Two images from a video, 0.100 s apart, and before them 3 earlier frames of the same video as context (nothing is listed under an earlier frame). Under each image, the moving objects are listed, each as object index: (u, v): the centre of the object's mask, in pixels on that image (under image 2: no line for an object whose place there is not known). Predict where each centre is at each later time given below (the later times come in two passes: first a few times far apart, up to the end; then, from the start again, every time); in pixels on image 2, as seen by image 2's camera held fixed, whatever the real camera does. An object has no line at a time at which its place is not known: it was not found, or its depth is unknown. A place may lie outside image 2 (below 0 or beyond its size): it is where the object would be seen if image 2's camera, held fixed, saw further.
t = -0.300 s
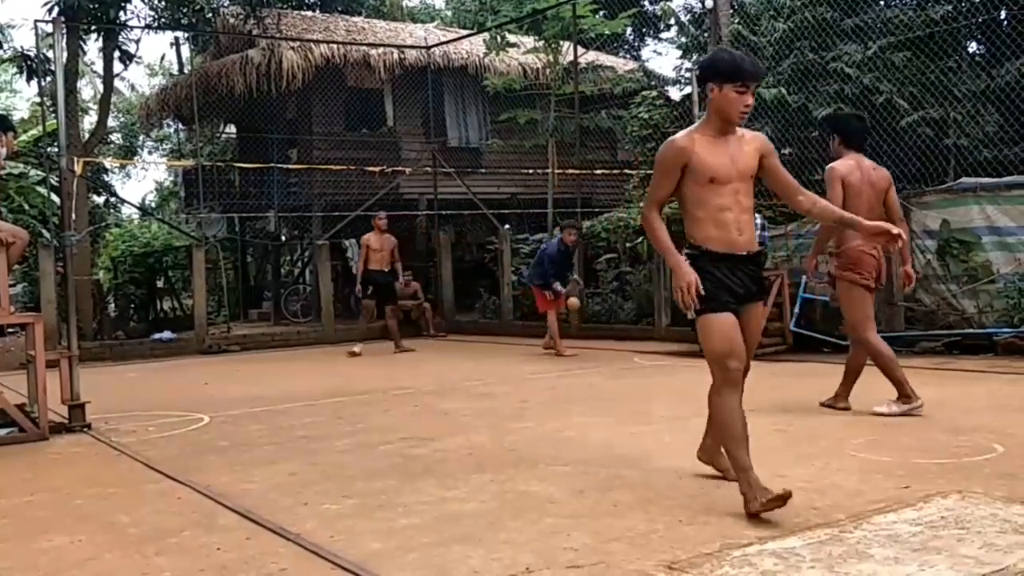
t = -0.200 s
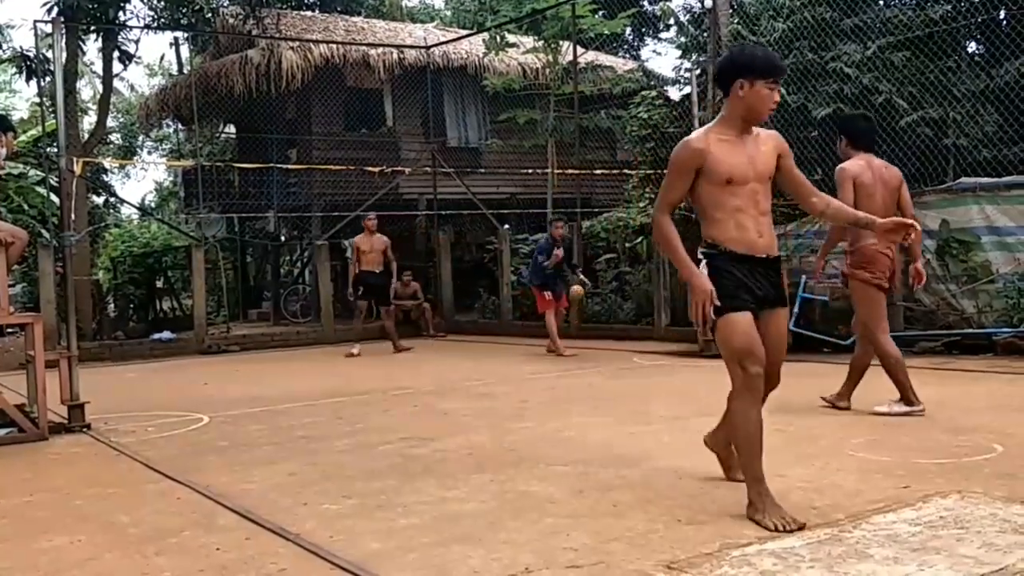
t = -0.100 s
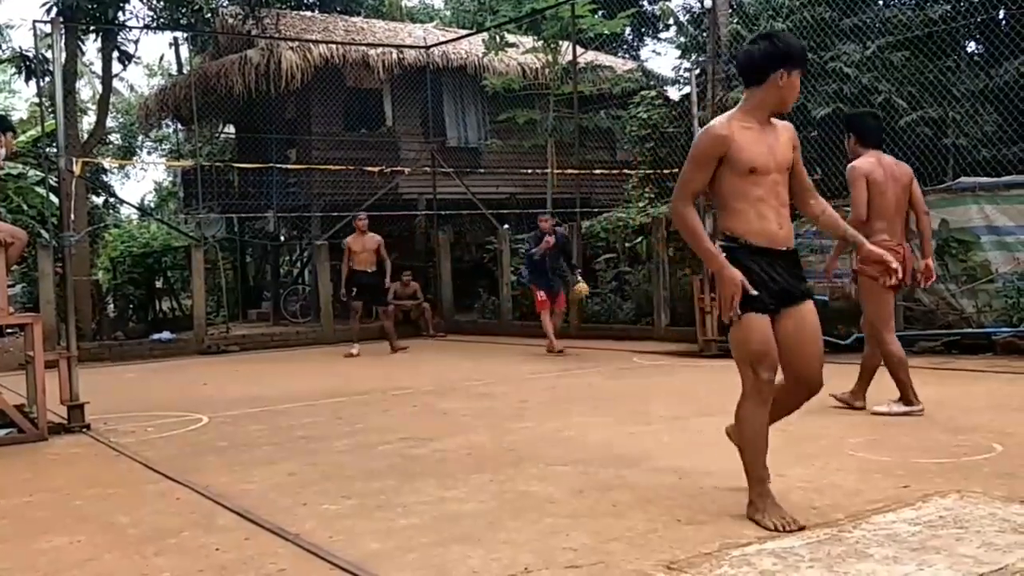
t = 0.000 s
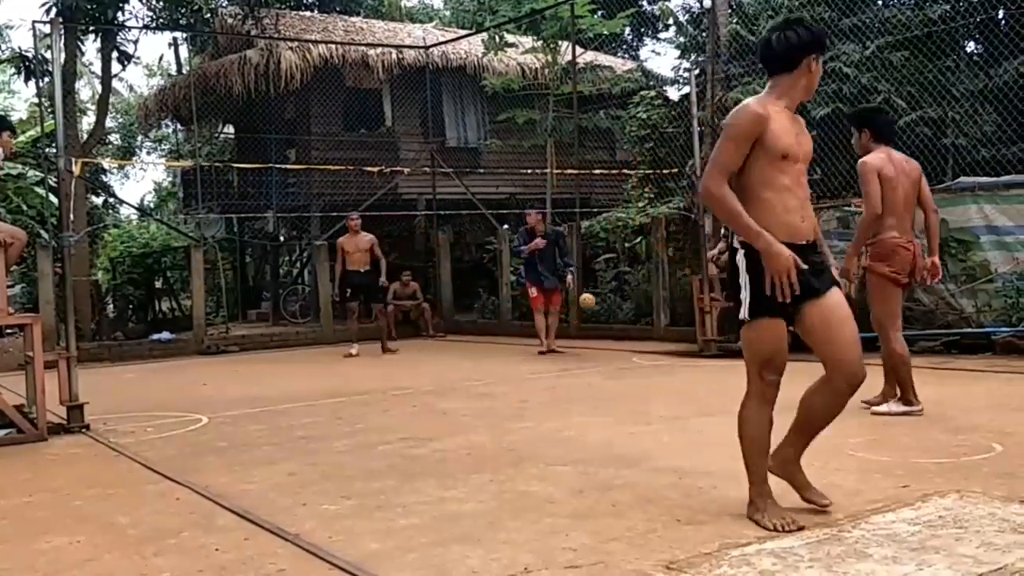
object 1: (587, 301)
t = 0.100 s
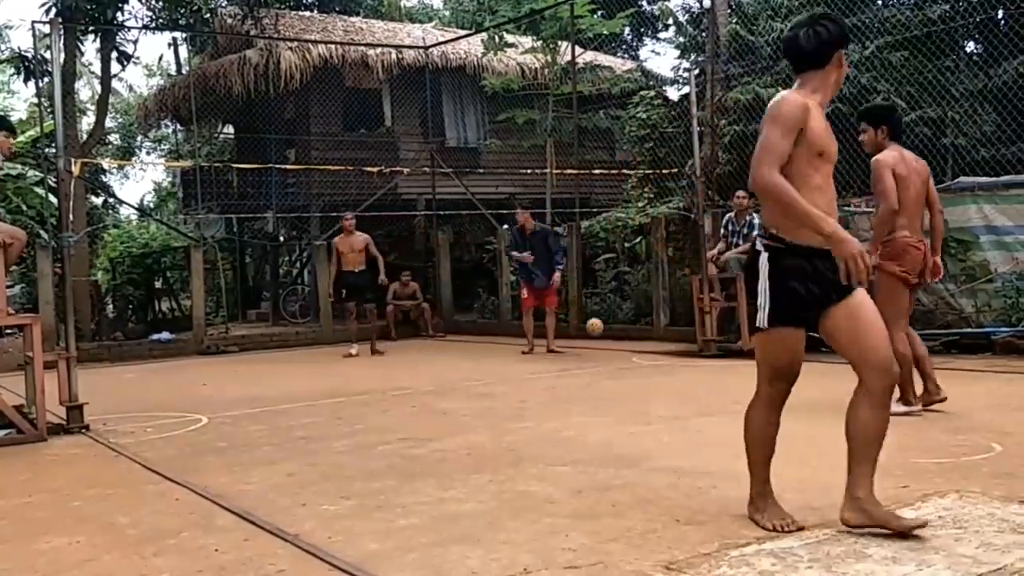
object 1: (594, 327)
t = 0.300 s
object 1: (612, 365)
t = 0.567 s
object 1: (634, 350)
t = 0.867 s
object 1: (675, 412)
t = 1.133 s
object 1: (727, 467)
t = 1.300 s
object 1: (766, 499)
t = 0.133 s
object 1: (598, 339)
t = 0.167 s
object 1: (601, 354)
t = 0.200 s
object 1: (604, 370)
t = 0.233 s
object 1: (608, 384)
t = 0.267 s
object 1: (609, 373)
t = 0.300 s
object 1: (612, 365)
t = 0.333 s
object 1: (613, 357)
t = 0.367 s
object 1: (616, 351)
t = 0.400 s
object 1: (619, 346)
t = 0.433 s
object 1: (621, 343)
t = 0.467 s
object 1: (624, 342)
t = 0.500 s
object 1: (627, 343)
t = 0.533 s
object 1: (631, 346)
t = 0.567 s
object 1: (634, 350)
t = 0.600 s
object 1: (639, 358)
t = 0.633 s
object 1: (642, 367)
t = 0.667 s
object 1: (647, 379)
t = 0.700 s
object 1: (652, 395)
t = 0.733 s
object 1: (657, 412)
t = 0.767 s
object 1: (662, 426)
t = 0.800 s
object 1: (667, 418)
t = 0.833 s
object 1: (671, 414)
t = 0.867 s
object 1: (675, 412)
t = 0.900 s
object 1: (681, 412)
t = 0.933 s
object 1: (686, 415)
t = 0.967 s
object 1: (692, 420)
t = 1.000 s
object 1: (699, 428)
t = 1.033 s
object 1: (706, 440)
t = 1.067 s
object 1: (714, 455)
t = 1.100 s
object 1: (722, 471)
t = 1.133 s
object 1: (727, 467)
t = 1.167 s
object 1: (733, 467)
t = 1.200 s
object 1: (741, 469)
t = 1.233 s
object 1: (748, 475)
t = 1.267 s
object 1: (756, 486)
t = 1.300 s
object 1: (766, 499)
